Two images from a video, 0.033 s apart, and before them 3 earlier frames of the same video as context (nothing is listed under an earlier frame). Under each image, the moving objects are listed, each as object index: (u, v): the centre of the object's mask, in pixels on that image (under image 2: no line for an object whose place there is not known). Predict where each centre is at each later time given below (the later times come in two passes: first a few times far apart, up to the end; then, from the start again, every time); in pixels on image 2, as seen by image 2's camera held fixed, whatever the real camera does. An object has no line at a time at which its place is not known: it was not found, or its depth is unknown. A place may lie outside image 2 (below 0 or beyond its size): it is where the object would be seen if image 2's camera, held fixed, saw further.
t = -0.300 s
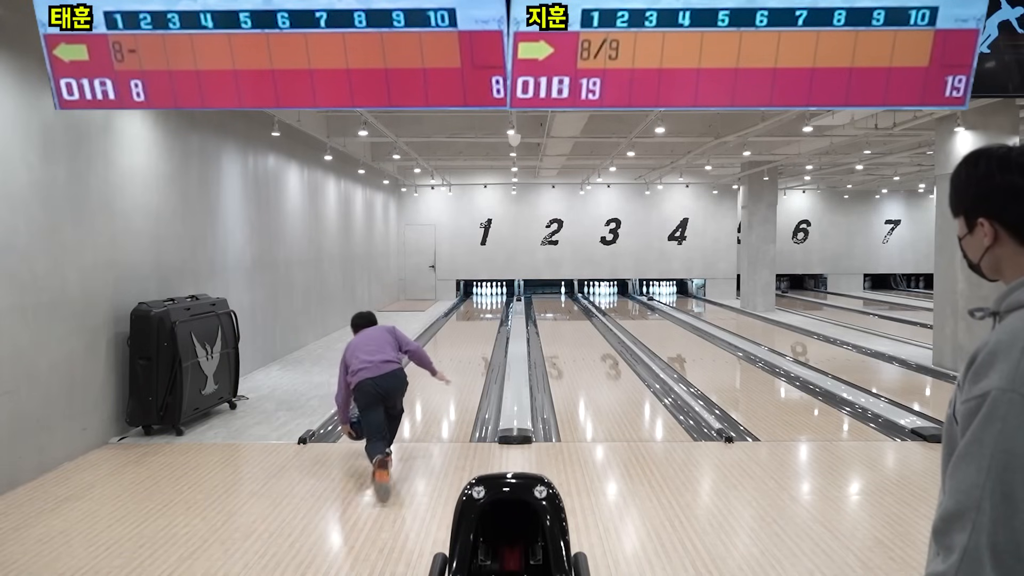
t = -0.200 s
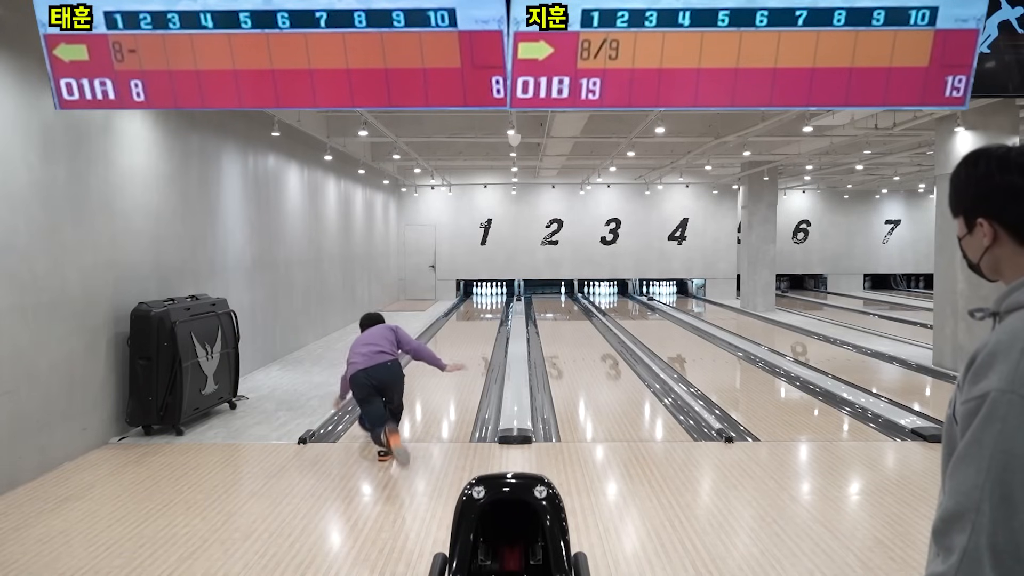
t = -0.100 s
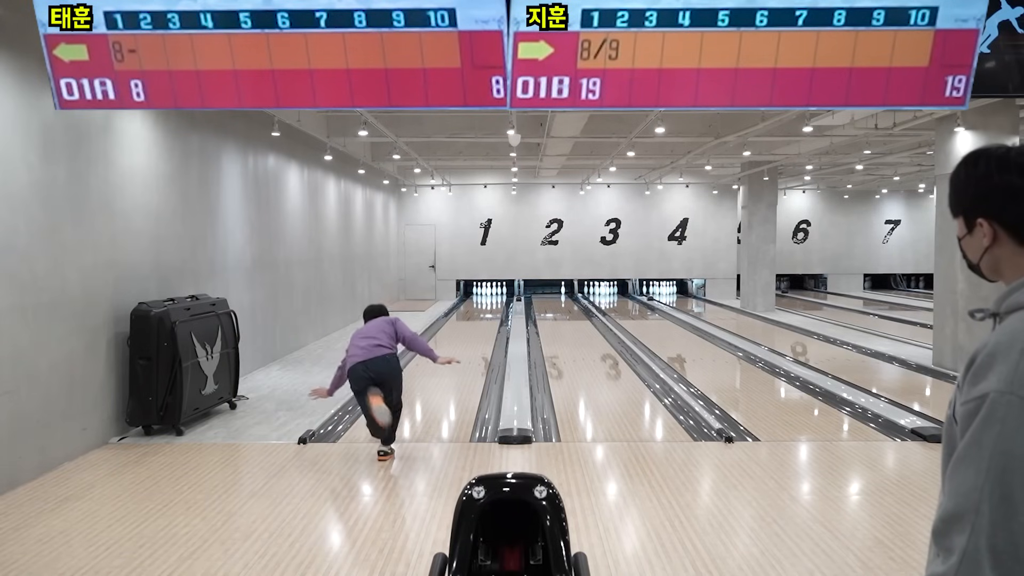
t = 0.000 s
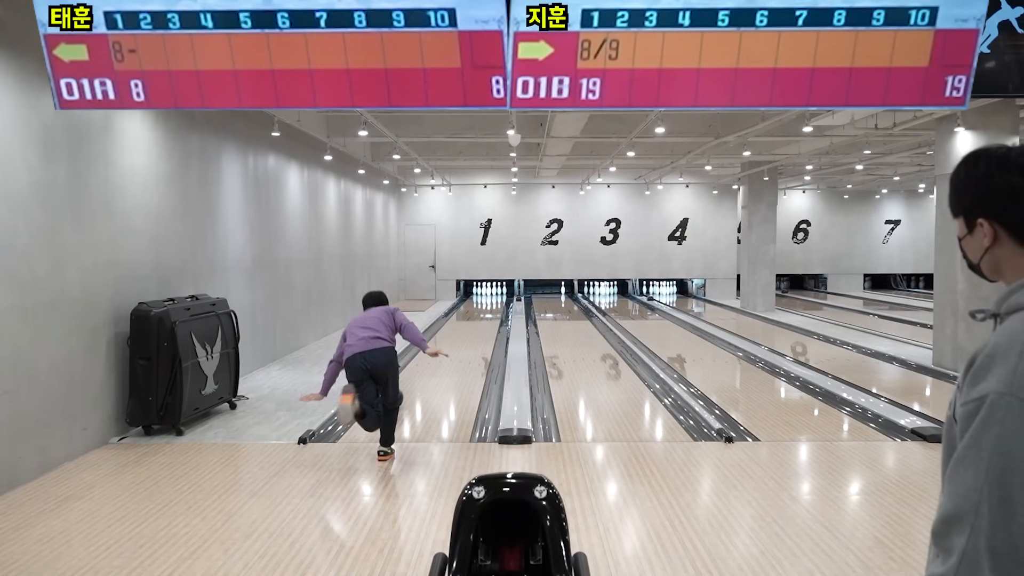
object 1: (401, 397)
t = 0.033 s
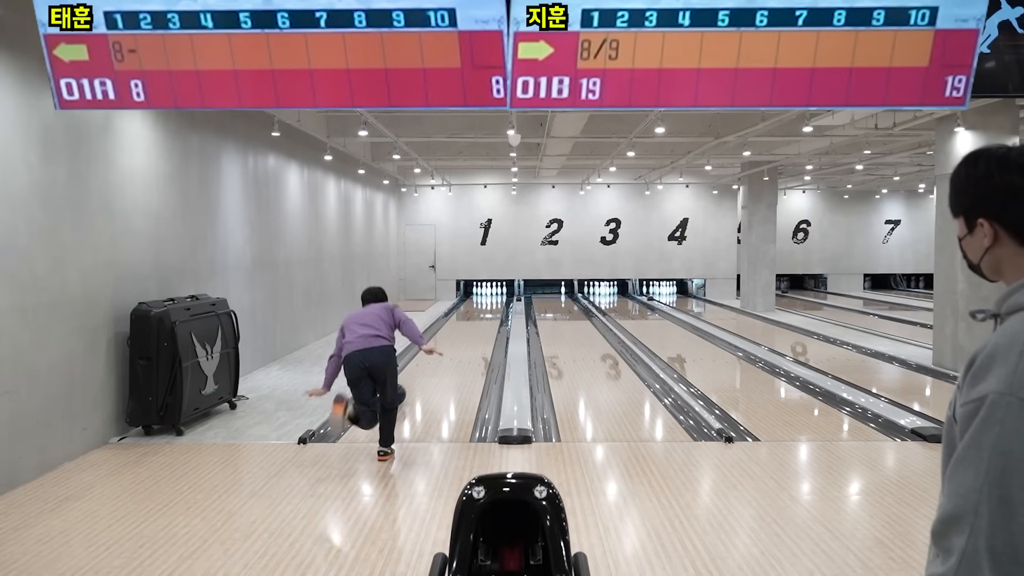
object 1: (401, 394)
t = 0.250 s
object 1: (411, 375)
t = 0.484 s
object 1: (425, 359)
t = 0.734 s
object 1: (436, 346)
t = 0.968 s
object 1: (445, 336)
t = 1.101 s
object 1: (449, 331)
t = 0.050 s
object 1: (401, 392)
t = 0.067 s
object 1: (401, 391)
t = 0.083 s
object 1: (402, 389)
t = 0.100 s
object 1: (402, 388)
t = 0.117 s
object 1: (402, 386)
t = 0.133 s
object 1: (403, 384)
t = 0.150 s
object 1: (404, 383)
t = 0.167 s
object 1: (405, 382)
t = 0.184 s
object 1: (407, 380)
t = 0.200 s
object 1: (408, 379)
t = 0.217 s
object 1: (409, 378)
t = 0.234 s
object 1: (410, 376)
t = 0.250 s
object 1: (411, 375)
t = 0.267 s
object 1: (412, 373)
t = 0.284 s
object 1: (413, 372)
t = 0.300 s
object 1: (415, 371)
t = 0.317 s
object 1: (416, 370)
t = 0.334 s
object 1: (417, 368)
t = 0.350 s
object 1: (417, 367)
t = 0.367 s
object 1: (418, 366)
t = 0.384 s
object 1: (419, 365)
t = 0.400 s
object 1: (420, 364)
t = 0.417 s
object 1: (421, 363)
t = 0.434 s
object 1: (422, 362)
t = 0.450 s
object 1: (423, 361)
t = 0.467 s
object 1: (424, 360)
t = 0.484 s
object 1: (425, 359)
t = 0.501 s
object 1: (426, 358)
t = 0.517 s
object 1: (426, 357)
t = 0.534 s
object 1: (427, 356)
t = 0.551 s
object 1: (428, 355)
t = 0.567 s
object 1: (429, 354)
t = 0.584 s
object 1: (430, 353)
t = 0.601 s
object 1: (430, 352)
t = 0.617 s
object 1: (431, 351)
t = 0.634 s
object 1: (432, 350)
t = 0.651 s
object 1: (433, 350)
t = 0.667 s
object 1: (433, 349)
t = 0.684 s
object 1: (434, 348)
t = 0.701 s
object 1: (435, 347)
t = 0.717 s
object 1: (436, 346)
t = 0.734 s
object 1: (436, 346)
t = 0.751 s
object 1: (437, 345)
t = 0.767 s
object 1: (438, 344)
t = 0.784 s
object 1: (438, 343)
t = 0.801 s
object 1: (439, 342)
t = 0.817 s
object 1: (440, 342)
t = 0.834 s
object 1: (440, 341)
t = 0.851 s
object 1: (441, 340)
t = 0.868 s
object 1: (441, 340)
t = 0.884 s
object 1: (442, 339)
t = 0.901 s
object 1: (443, 338)
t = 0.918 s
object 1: (443, 338)
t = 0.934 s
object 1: (444, 337)
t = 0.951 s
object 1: (444, 336)
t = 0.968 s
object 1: (445, 336)
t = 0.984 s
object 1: (446, 335)
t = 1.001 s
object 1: (446, 335)
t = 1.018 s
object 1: (447, 334)
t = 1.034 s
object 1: (447, 333)
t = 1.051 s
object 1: (448, 333)
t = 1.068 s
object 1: (448, 332)
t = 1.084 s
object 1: (449, 331)
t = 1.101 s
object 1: (449, 331)
